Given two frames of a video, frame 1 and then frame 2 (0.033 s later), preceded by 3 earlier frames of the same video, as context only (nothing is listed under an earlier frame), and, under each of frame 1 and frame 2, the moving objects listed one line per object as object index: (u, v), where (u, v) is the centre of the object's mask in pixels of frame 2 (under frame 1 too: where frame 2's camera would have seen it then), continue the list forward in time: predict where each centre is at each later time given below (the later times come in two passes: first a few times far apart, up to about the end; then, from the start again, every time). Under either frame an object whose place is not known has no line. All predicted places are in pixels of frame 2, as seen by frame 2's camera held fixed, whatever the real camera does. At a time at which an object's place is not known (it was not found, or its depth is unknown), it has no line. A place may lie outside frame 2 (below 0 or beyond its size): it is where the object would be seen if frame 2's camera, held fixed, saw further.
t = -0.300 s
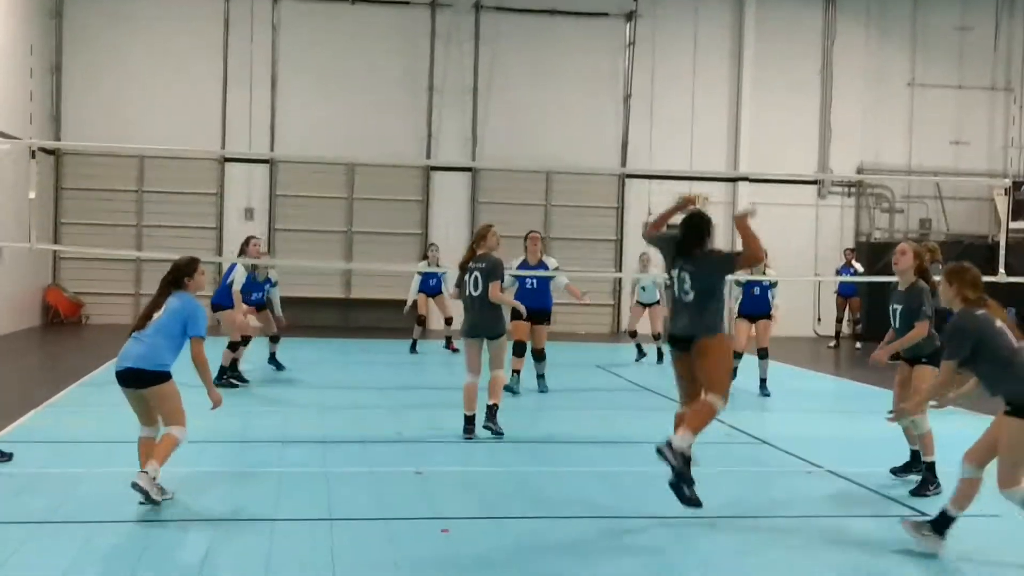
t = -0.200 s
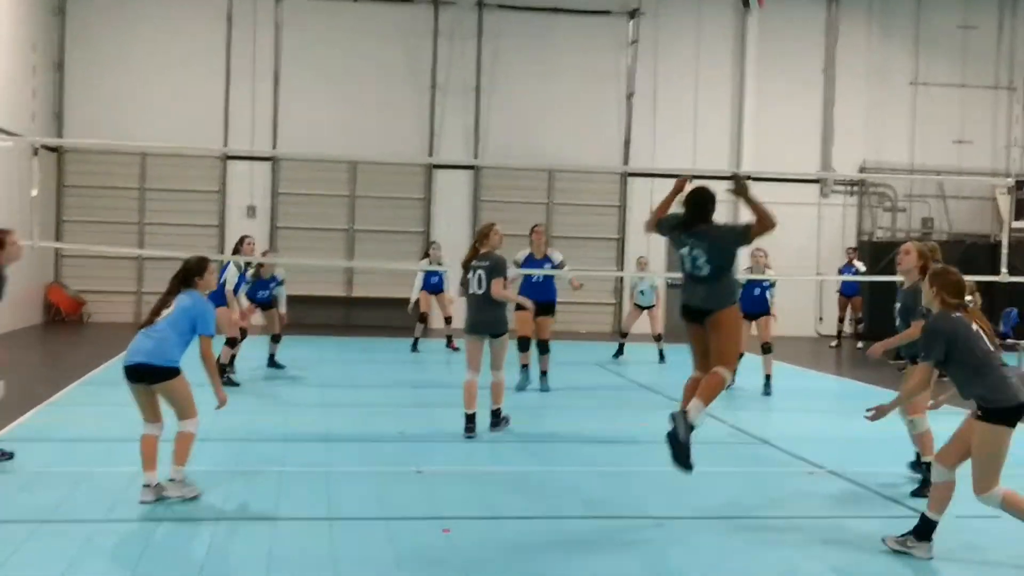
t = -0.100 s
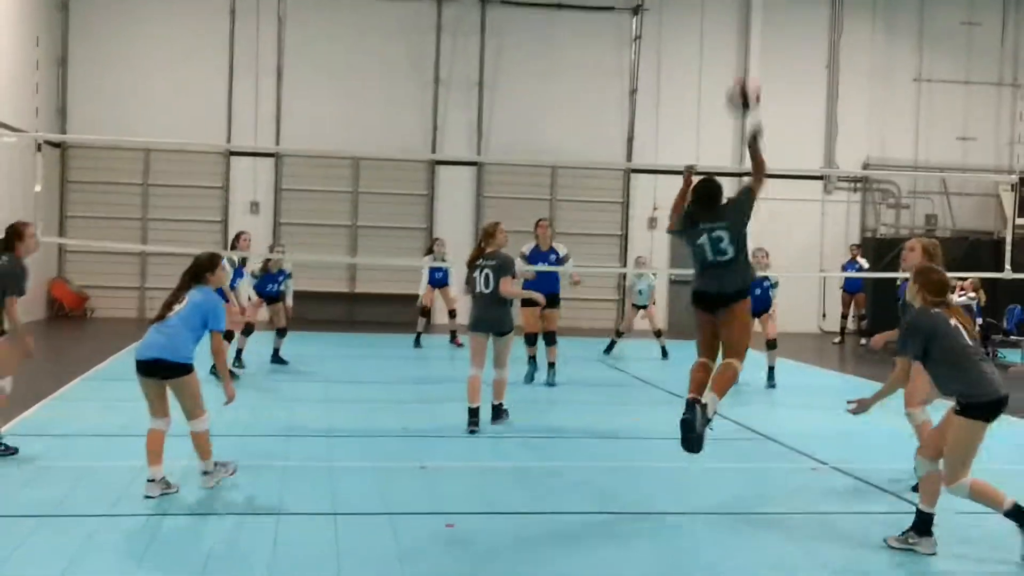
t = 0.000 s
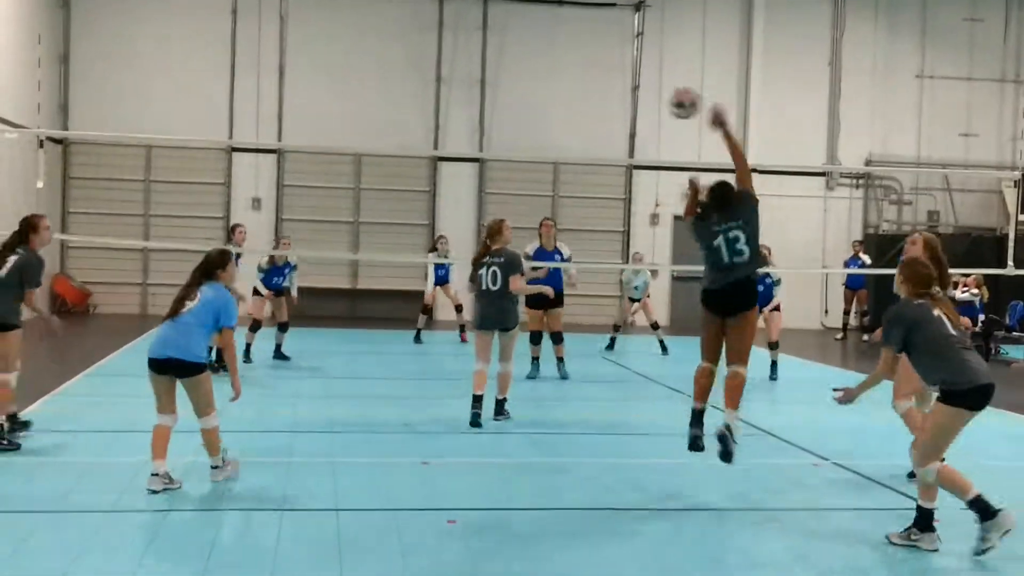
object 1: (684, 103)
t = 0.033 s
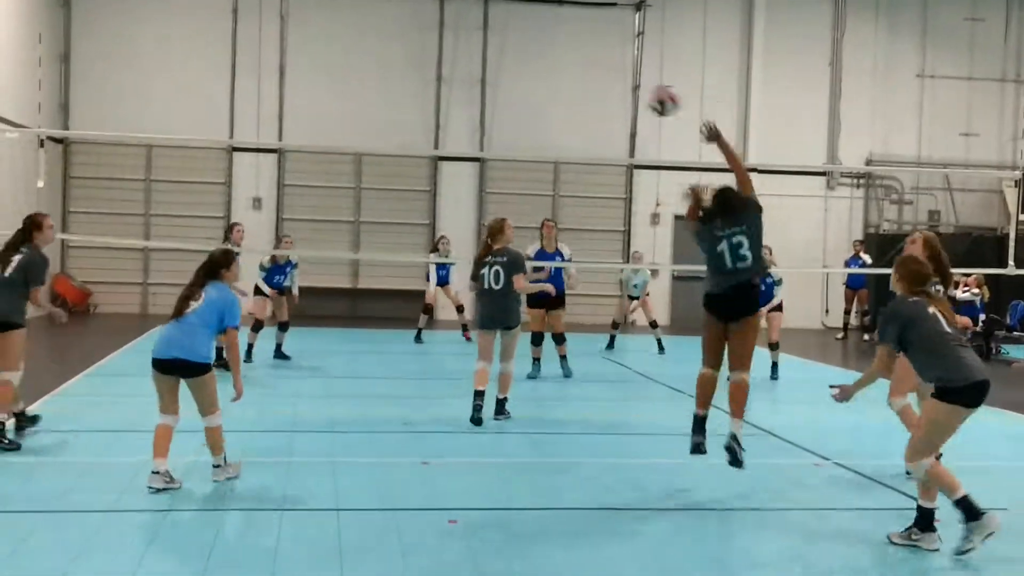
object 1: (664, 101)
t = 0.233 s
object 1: (555, 125)
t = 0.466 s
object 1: (464, 203)
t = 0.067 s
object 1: (642, 100)
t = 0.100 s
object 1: (623, 103)
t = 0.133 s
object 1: (603, 106)
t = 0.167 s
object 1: (587, 111)
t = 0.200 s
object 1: (569, 118)
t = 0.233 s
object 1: (555, 125)
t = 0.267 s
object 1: (540, 131)
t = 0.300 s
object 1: (526, 142)
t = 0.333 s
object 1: (511, 153)
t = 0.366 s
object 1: (499, 164)
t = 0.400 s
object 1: (487, 175)
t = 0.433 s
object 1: (478, 190)
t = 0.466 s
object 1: (464, 203)
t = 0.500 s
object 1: (458, 214)
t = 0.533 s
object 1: (455, 221)
